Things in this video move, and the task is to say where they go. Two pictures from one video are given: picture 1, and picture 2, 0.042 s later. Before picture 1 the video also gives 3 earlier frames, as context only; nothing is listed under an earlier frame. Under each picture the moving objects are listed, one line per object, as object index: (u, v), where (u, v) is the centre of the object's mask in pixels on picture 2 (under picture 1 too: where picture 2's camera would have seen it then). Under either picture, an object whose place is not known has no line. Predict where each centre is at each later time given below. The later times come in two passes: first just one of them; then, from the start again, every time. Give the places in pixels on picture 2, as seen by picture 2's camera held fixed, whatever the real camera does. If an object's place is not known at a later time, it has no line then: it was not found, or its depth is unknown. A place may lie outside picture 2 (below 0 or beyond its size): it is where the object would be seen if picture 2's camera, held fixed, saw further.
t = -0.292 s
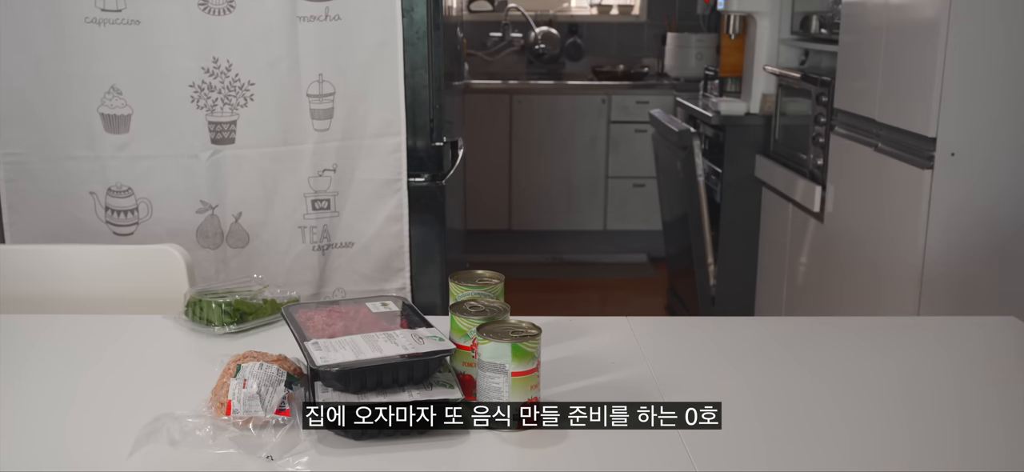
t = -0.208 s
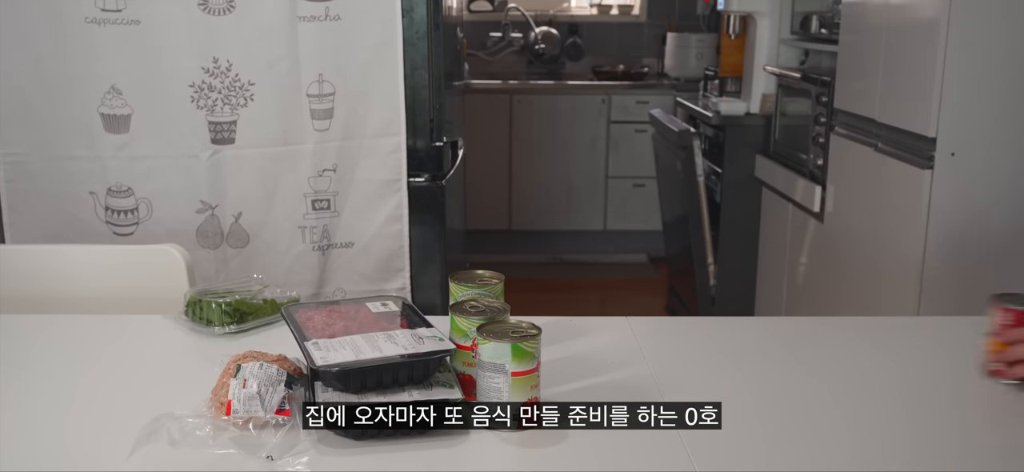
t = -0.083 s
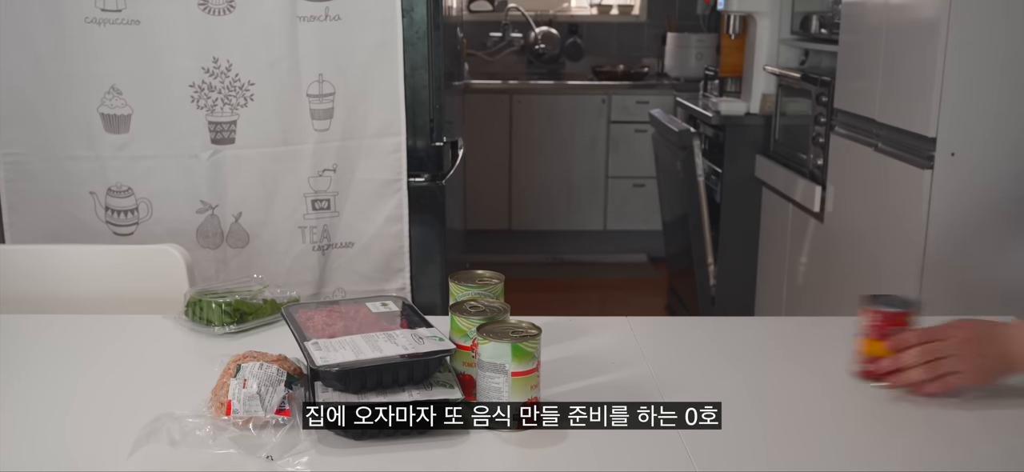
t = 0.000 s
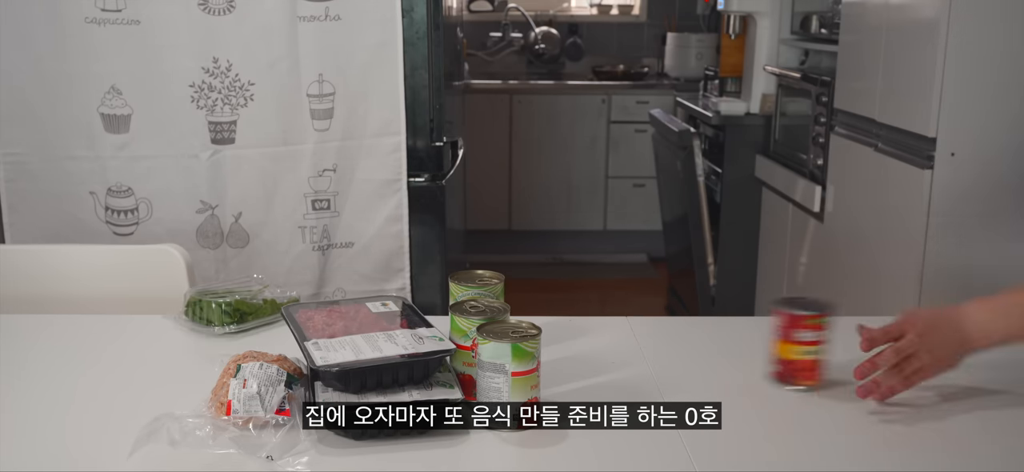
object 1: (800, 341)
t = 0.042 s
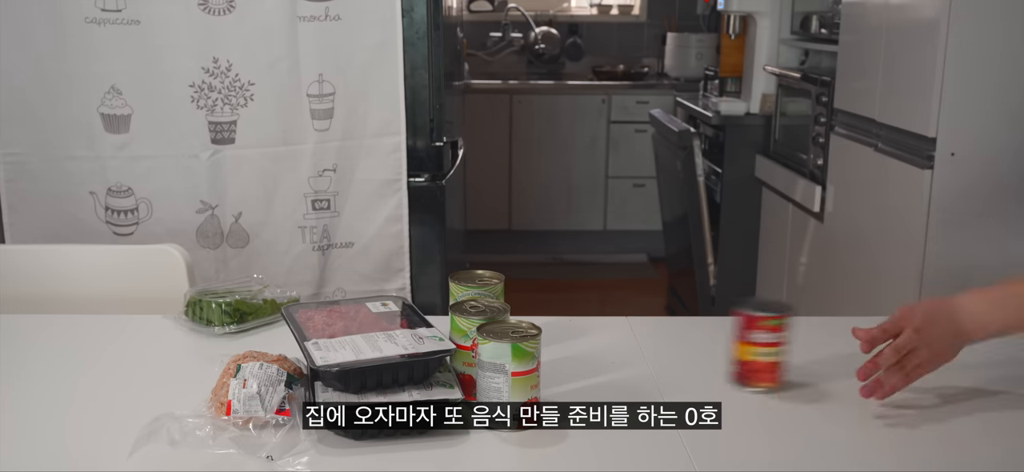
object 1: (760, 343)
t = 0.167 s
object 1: (649, 348)
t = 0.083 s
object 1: (721, 344)
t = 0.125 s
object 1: (685, 346)
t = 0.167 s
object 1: (649, 348)
